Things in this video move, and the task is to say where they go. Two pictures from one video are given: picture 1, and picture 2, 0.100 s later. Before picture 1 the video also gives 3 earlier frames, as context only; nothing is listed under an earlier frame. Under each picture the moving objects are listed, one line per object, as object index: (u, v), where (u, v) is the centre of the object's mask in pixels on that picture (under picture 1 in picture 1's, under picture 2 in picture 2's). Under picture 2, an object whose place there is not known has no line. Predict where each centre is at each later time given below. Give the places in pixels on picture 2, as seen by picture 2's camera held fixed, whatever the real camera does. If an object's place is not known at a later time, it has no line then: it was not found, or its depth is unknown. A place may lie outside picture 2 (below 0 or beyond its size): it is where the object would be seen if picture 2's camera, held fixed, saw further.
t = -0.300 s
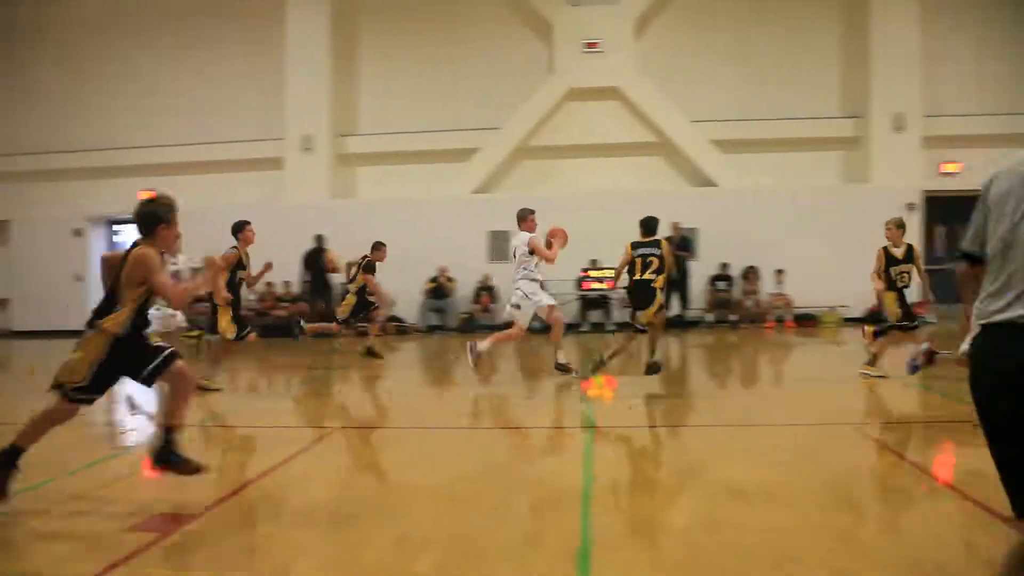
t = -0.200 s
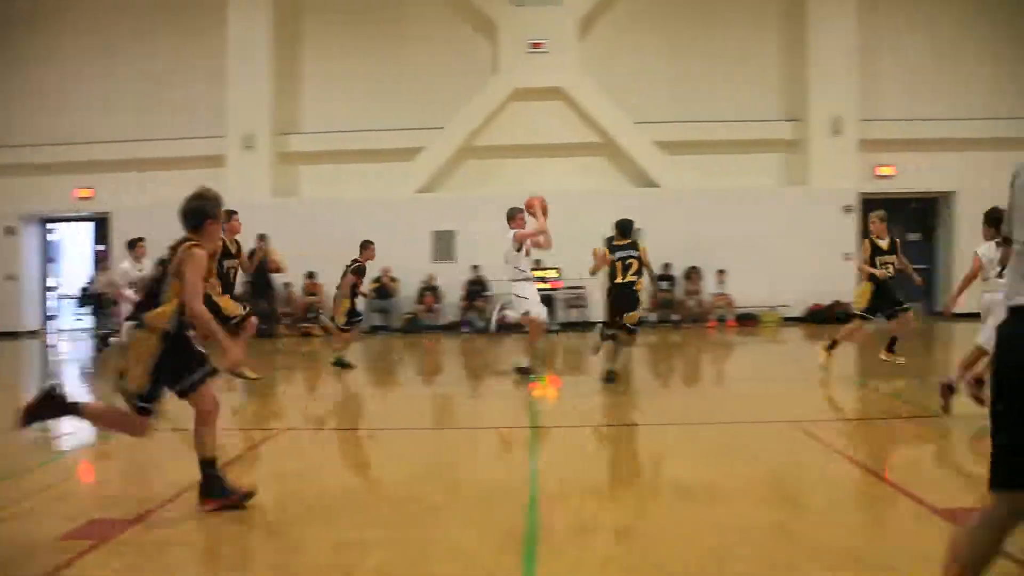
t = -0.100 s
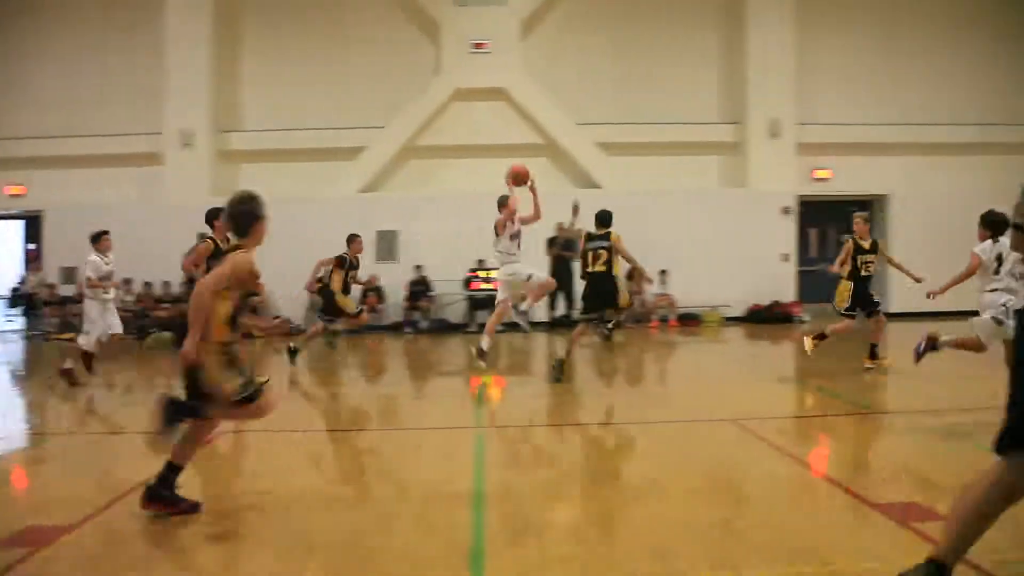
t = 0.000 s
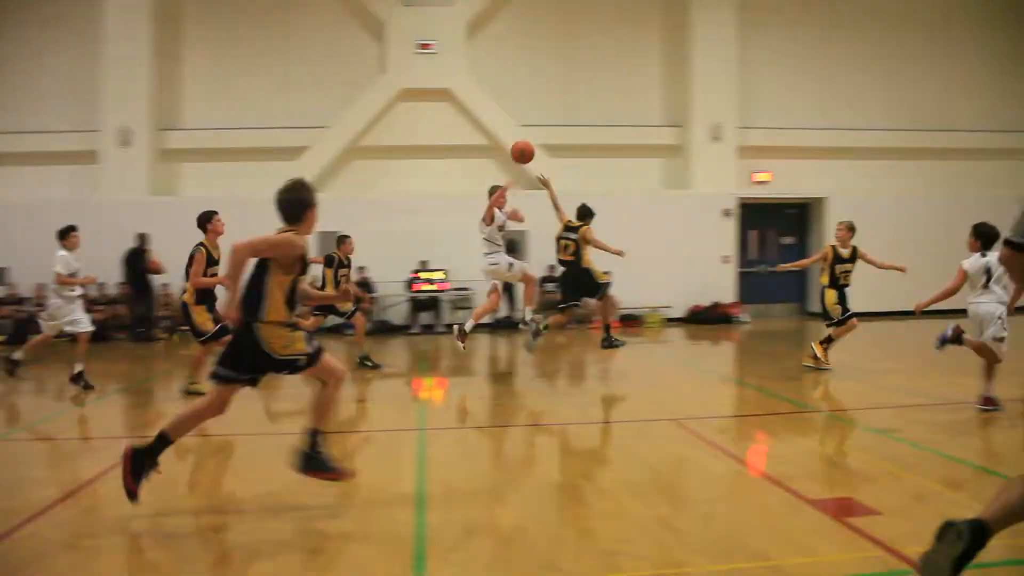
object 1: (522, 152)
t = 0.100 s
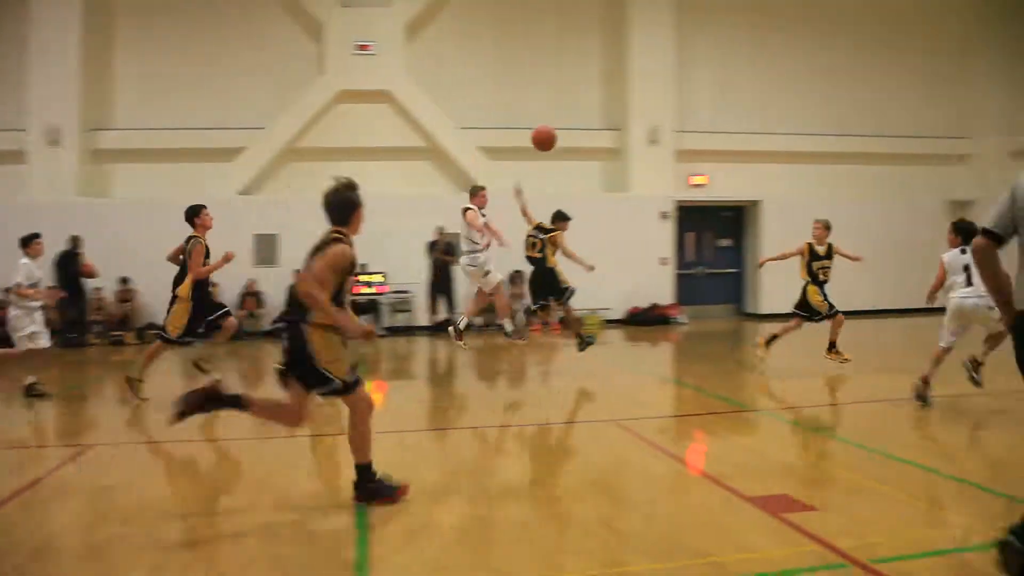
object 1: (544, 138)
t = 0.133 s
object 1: (569, 135)
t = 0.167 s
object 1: (594, 133)
